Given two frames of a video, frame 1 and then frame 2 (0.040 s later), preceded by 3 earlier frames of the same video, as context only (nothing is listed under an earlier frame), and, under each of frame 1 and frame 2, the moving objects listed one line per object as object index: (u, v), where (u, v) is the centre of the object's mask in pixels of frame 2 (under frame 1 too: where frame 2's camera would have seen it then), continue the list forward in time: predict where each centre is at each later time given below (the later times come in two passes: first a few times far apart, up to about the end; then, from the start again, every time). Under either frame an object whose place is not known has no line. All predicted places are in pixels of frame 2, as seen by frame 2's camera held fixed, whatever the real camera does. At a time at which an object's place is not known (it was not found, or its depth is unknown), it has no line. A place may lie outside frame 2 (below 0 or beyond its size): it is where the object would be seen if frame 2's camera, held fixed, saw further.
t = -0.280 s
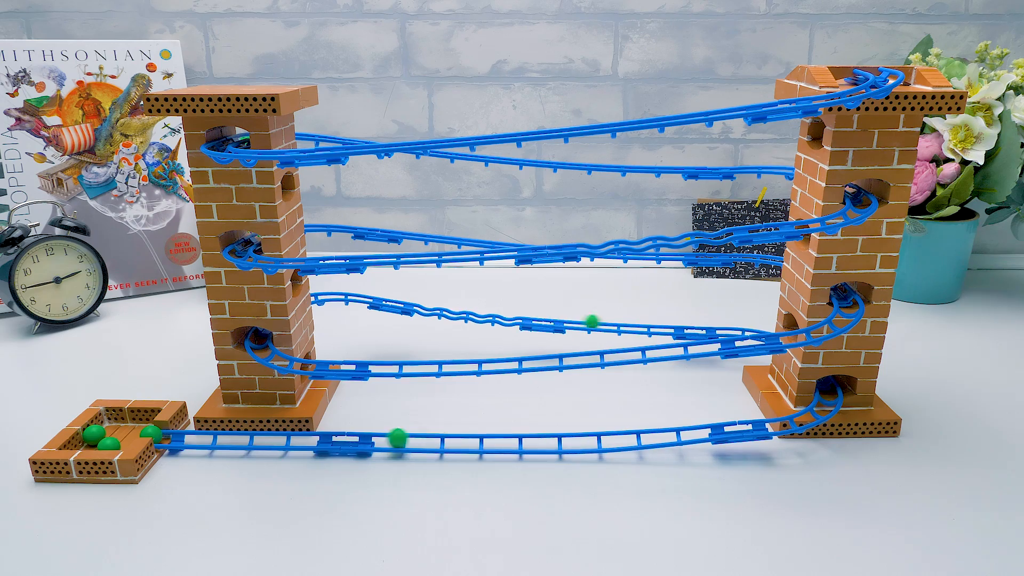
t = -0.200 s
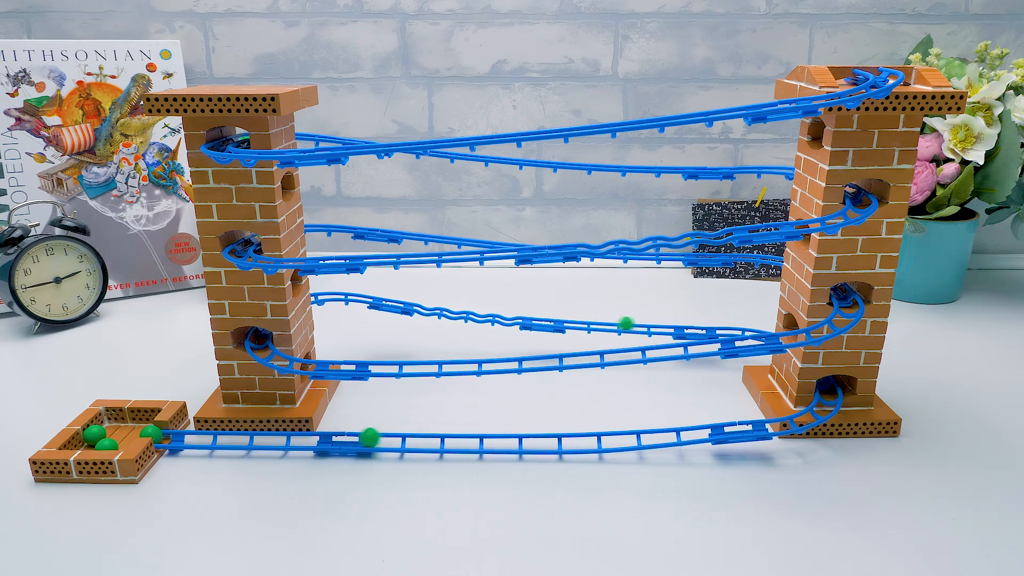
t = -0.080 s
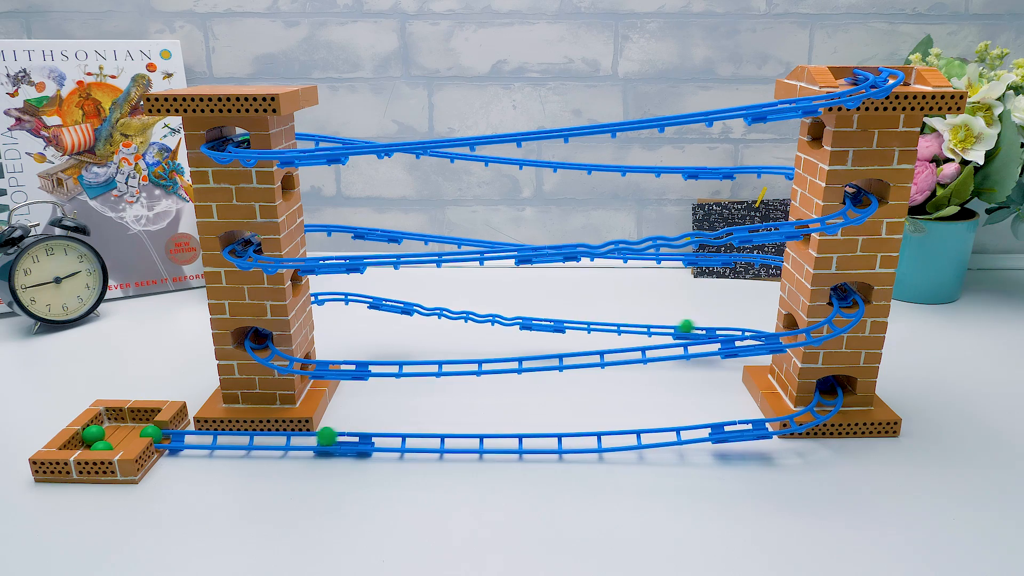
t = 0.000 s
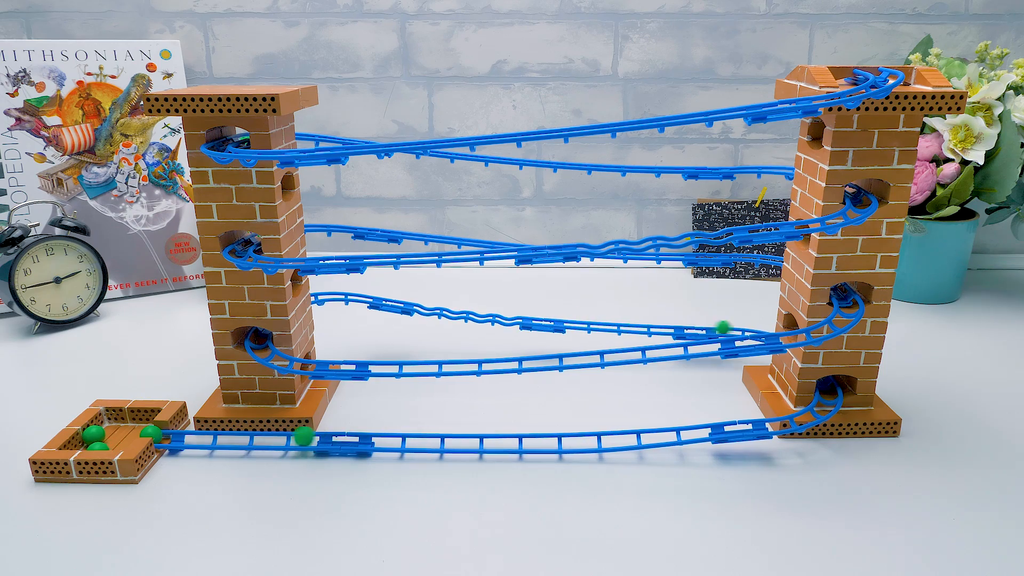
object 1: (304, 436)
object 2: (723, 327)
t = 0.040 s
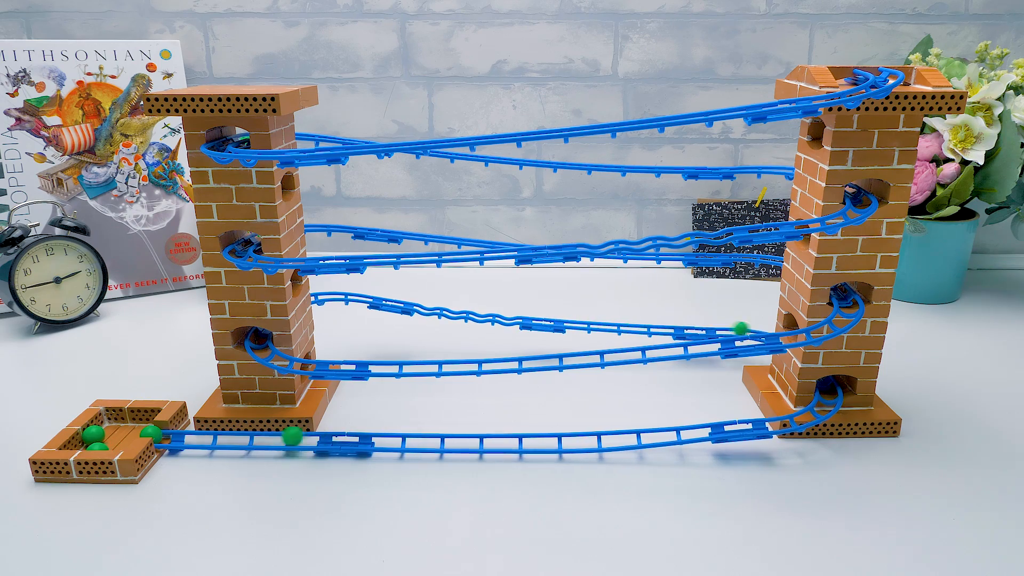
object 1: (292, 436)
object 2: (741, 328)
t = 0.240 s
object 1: (233, 435)
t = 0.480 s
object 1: (169, 435)
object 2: (827, 400)
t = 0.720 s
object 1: (134, 433)
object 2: (759, 425)
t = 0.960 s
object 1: (136, 433)
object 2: (655, 435)
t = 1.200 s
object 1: (132, 434)
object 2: (544, 440)
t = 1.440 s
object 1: (131, 436)
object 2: (435, 439)
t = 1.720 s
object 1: (131, 436)
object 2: (320, 437)
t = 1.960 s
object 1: (130, 436)
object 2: (240, 436)
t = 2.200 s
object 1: (131, 436)
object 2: (169, 434)
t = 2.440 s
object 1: (108, 437)
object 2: (133, 433)
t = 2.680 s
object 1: (101, 439)
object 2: (119, 429)
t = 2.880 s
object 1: (100, 439)
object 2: (128, 424)
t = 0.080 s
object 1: (276, 436)
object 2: (763, 329)
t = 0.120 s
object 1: (265, 436)
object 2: (773, 331)
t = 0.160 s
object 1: (254, 436)
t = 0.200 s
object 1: (243, 436)
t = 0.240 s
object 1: (233, 435)
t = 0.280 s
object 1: (217, 435)
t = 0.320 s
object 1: (207, 435)
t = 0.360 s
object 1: (197, 435)
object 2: (825, 381)
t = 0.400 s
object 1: (187, 435)
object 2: (827, 385)
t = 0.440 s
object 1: (178, 435)
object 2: (829, 391)
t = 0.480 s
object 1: (169, 435)
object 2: (827, 400)
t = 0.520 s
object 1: (164, 434)
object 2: (822, 406)
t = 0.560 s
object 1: (158, 433)
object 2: (816, 411)
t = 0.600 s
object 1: (153, 433)
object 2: (807, 415)
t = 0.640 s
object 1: (148, 432)
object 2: (795, 419)
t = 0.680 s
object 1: (138, 432)
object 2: (776, 423)
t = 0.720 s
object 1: (134, 433)
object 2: (759, 425)
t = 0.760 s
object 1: (134, 433)
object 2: (741, 425)
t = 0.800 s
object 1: (134, 433)
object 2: (724, 428)
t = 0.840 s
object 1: (135, 433)
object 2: (711, 429)
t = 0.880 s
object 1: (135, 433)
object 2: (687, 432)
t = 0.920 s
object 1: (136, 433)
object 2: (671, 433)
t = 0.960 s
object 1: (136, 433)
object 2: (655, 435)
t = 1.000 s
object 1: (136, 433)
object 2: (638, 436)
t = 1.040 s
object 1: (135, 433)
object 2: (621, 438)
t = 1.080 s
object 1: (134, 434)
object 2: (596, 439)
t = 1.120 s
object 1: (134, 434)
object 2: (579, 440)
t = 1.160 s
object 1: (133, 434)
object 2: (562, 441)
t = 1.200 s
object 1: (132, 434)
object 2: (544, 440)
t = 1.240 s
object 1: (133, 434)
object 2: (526, 441)
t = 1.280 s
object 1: (133, 435)
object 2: (500, 440)
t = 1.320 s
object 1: (133, 435)
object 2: (483, 440)
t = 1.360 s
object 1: (133, 435)
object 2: (467, 440)
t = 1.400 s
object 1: (132, 435)
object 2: (450, 439)
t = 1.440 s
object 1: (131, 436)
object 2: (435, 439)
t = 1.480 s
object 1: (131, 436)
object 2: (410, 439)
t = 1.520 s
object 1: (131, 436)
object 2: (395, 438)
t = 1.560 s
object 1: (131, 436)
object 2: (379, 438)
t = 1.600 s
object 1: (130, 436)
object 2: (365, 437)
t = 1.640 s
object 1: (130, 436)
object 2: (351, 437)
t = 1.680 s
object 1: (131, 436)
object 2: (331, 437)
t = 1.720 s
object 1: (131, 436)
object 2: (320, 437)
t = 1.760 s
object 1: (131, 436)
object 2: (306, 436)
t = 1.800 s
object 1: (131, 436)
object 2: (293, 436)
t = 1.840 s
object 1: (131, 436)
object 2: (281, 436)
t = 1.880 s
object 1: (130, 436)
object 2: (263, 436)
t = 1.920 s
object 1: (130, 436)
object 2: (251, 435)
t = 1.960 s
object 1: (130, 436)
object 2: (240, 436)
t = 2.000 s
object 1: (131, 436)
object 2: (228, 435)
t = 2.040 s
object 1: (130, 436)
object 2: (217, 435)
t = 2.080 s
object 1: (130, 436)
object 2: (201, 435)
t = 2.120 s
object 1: (130, 436)
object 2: (189, 435)
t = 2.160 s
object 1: (130, 436)
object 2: (179, 434)
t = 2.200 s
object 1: (131, 436)
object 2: (169, 434)
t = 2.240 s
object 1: (130, 436)
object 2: (160, 434)
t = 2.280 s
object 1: (129, 437)
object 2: (154, 433)
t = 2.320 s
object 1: (124, 438)
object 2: (149, 432)
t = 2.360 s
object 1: (118, 439)
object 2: (143, 431)
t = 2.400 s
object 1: (113, 438)
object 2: (138, 432)
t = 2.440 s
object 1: (108, 437)
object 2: (133, 433)
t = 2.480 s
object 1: (103, 438)
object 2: (127, 433)
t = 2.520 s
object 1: (102, 438)
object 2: (123, 432)
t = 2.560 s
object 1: (102, 438)
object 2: (119, 431)
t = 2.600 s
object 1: (102, 438)
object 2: (119, 430)
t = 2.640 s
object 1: (102, 438)
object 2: (119, 430)
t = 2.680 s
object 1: (101, 439)
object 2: (119, 429)
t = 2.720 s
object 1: (101, 439)
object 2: (120, 428)
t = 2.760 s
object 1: (101, 439)
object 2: (121, 428)
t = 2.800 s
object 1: (101, 439)
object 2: (123, 427)
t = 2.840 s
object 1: (100, 439)
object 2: (124, 426)
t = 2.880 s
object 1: (100, 439)
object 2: (128, 424)
